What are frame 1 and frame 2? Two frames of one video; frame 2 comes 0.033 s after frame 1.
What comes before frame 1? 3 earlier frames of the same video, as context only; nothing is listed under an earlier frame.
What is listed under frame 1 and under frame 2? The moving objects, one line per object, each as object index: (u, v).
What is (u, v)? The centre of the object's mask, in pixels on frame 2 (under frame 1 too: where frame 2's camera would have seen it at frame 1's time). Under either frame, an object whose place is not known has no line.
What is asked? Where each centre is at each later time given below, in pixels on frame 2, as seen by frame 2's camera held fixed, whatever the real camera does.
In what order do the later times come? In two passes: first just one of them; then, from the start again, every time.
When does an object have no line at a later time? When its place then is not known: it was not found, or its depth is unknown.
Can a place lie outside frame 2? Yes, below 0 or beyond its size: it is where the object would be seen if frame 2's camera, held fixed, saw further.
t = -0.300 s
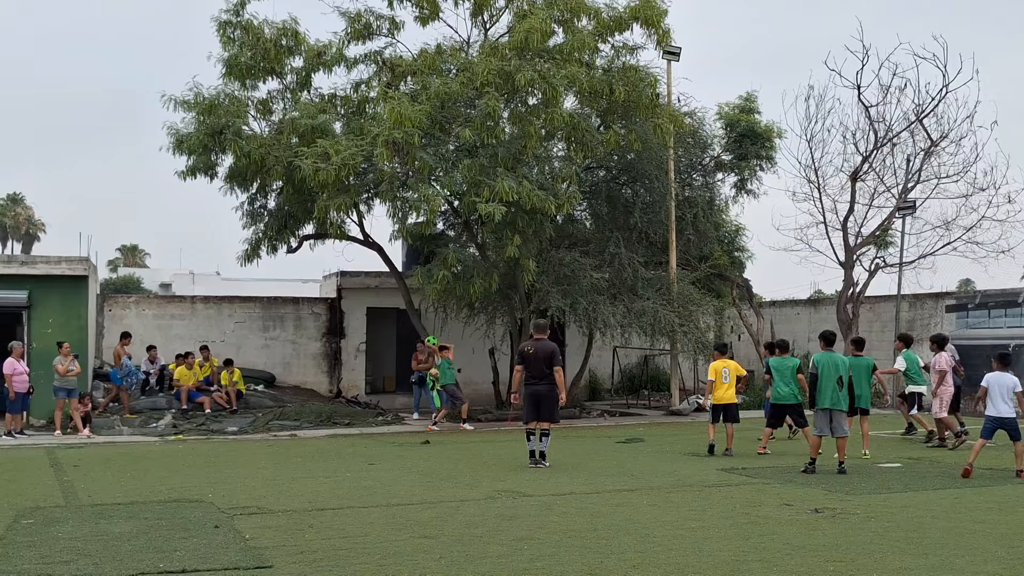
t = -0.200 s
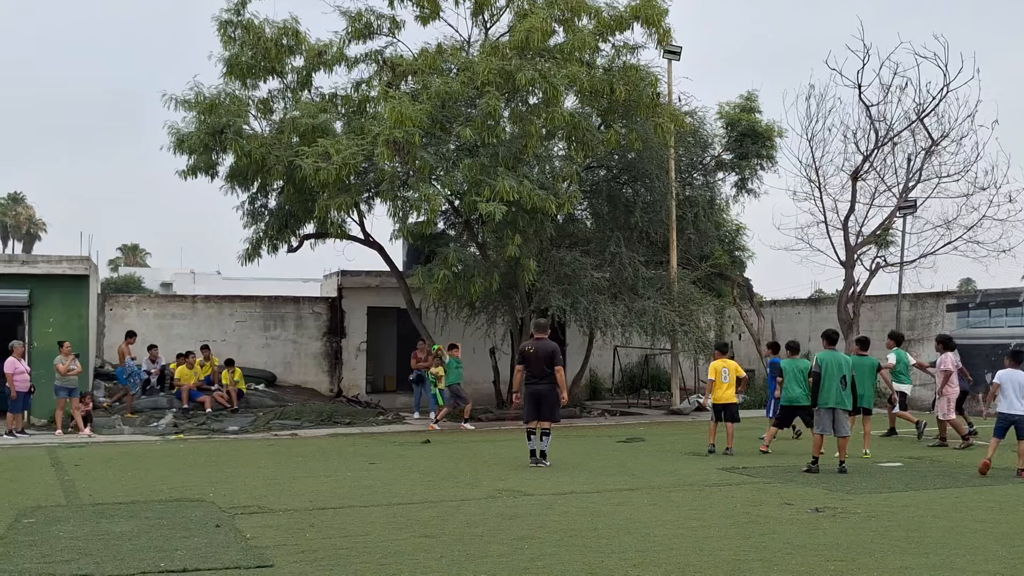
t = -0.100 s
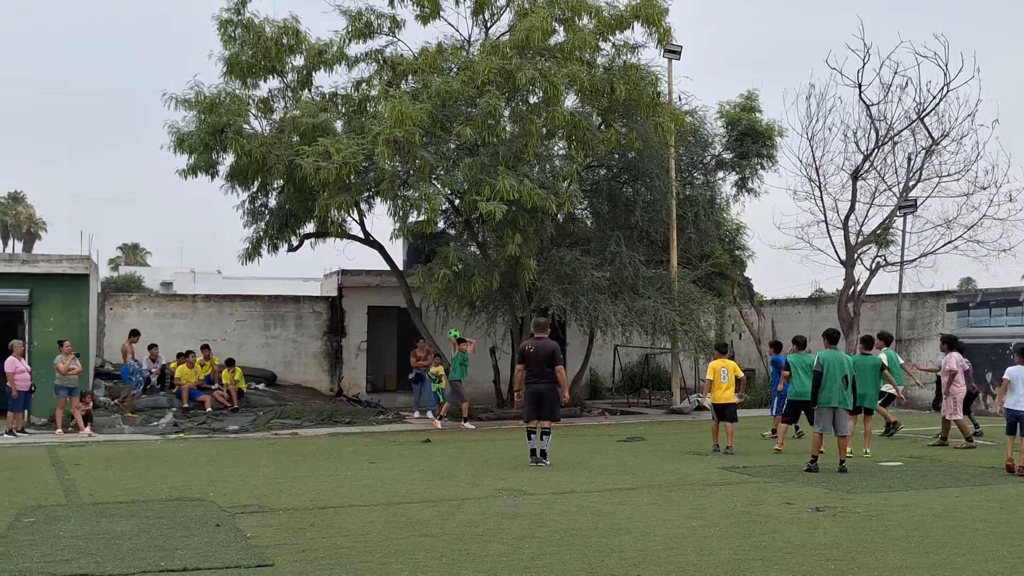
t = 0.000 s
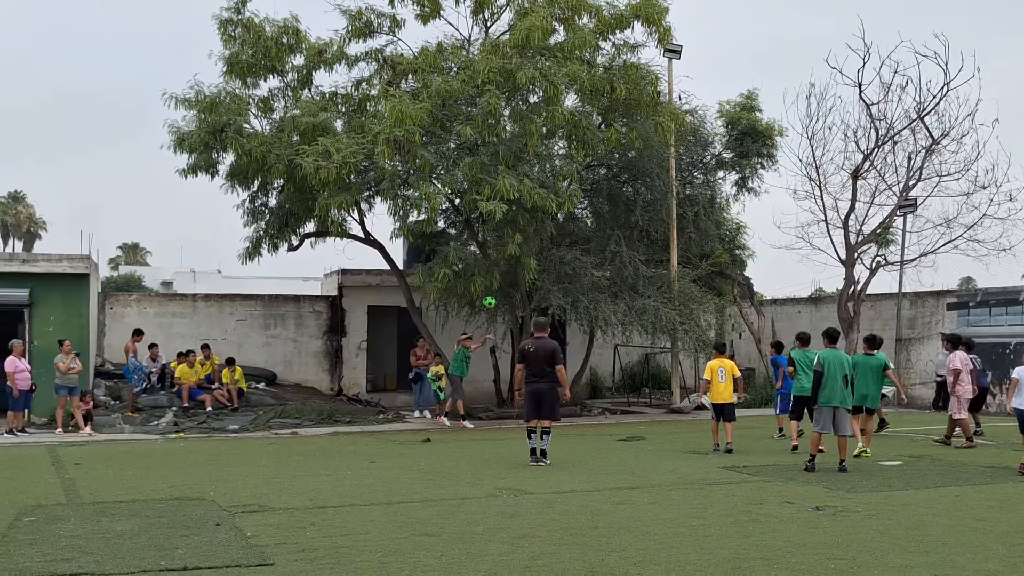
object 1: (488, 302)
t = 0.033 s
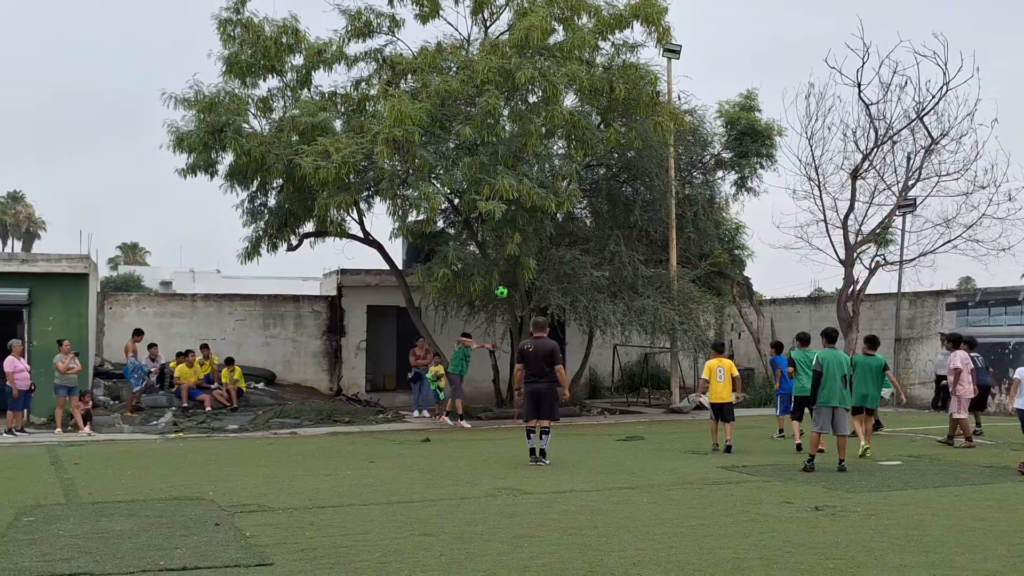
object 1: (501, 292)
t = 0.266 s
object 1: (594, 240)
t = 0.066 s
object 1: (514, 283)
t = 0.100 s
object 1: (527, 275)
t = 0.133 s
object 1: (540, 266)
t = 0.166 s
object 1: (554, 258)
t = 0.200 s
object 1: (567, 251)
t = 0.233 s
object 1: (581, 246)
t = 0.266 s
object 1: (594, 240)
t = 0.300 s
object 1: (607, 235)
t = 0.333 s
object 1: (621, 231)
